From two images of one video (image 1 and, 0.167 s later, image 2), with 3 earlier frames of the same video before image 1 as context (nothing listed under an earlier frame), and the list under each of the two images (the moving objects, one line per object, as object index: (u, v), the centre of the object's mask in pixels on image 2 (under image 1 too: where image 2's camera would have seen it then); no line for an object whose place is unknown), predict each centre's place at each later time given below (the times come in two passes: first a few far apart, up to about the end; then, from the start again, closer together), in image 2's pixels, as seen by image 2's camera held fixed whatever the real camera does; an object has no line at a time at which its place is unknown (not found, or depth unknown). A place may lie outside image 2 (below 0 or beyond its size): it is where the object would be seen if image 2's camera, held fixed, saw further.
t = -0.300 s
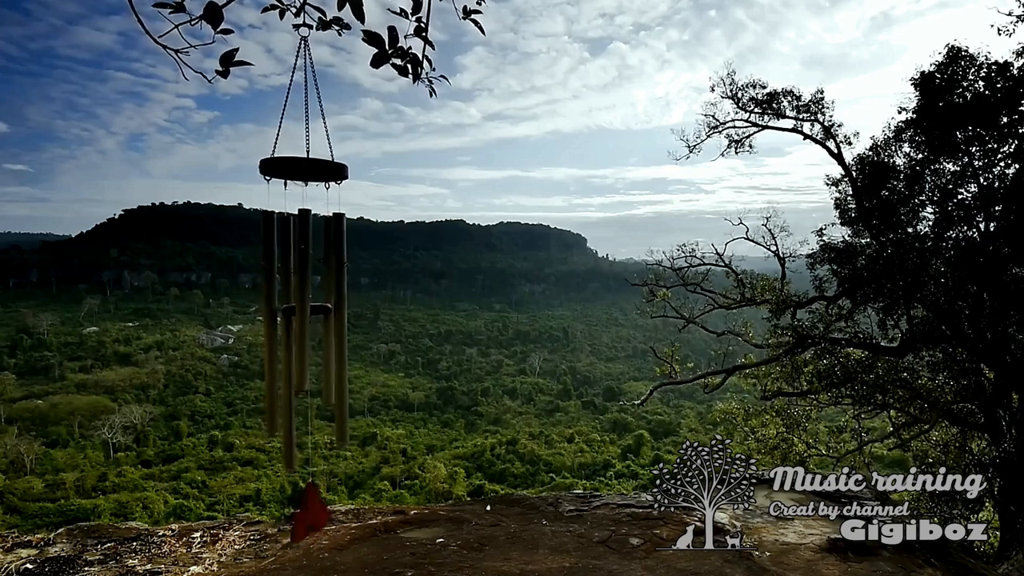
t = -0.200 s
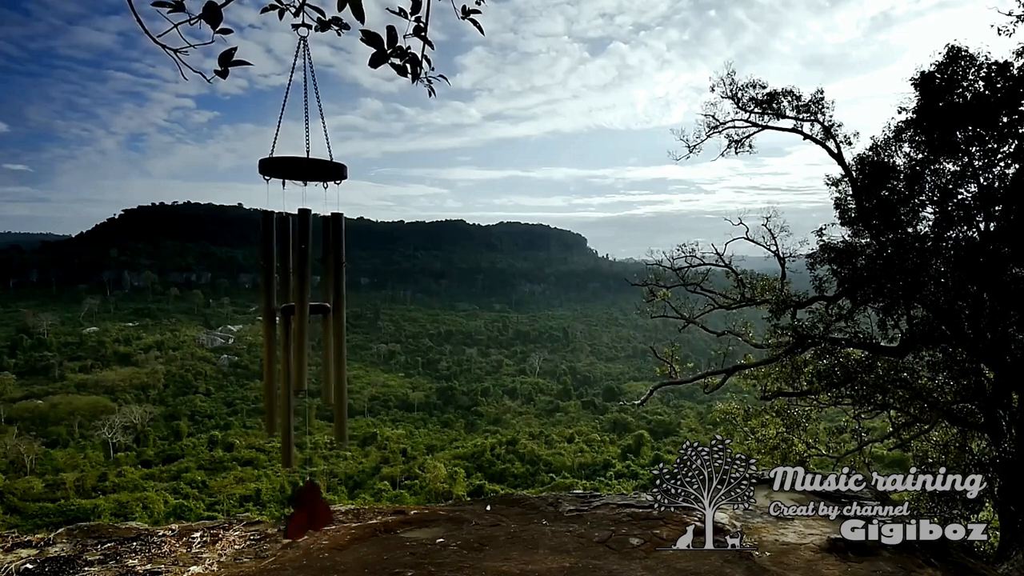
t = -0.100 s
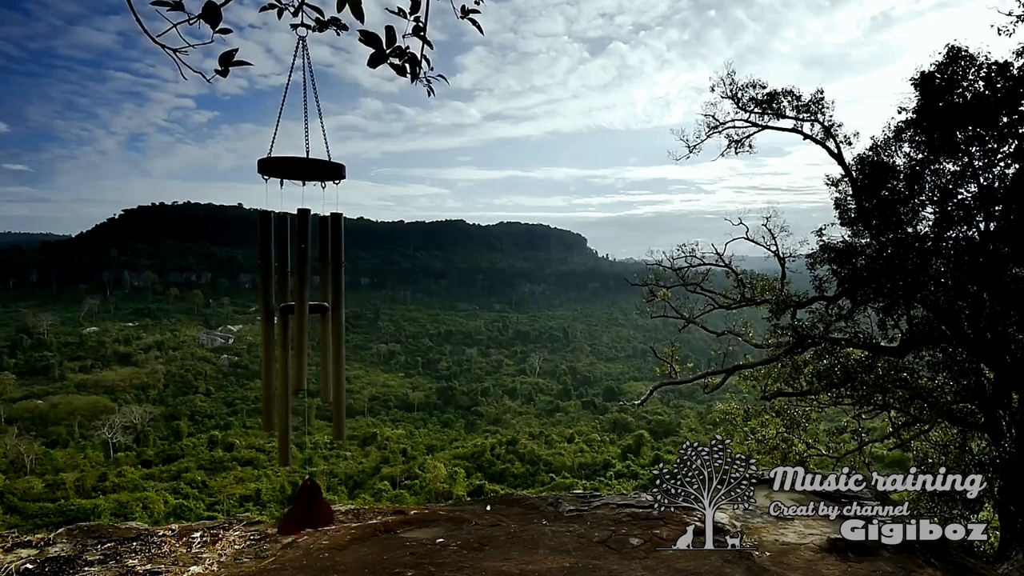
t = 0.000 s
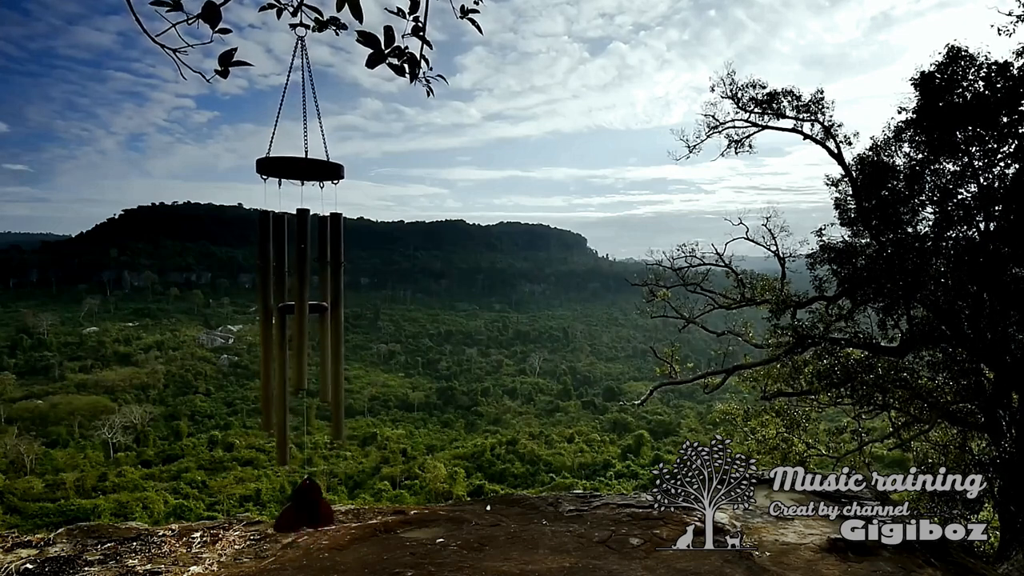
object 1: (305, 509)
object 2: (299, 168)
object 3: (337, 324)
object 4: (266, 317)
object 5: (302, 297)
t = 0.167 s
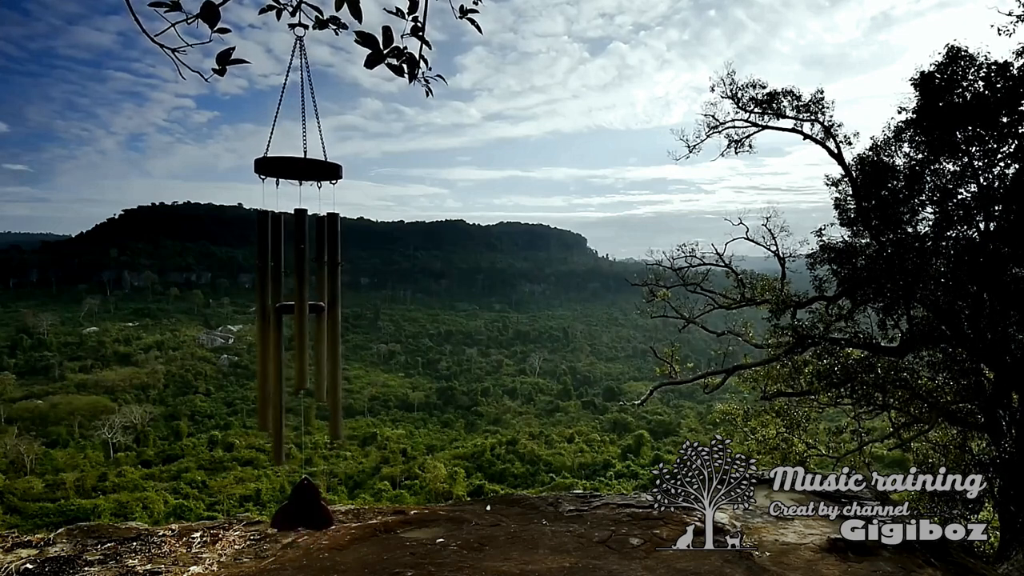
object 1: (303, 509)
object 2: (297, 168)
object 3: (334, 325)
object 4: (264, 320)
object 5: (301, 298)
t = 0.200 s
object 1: (302, 510)
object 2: (297, 168)
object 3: (333, 325)
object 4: (263, 320)
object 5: (301, 298)
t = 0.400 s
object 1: (299, 513)
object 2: (296, 169)
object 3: (332, 325)
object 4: (262, 319)
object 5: (301, 298)
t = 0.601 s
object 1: (297, 517)
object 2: (295, 169)
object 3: (332, 324)
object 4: (261, 319)
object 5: (300, 297)
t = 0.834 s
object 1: (296, 520)
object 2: (297, 169)
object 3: (334, 328)
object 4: (263, 324)
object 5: (302, 300)
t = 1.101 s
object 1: (299, 518)
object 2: (301, 169)
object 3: (339, 326)
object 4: (269, 325)
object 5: (309, 301)
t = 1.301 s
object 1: (308, 522)
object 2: (305, 169)
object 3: (344, 330)
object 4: (273, 327)
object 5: (316, 302)
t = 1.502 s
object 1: (317, 519)
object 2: (308, 169)
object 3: (348, 330)
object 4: (279, 324)
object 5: (322, 300)
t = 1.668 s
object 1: (323, 515)
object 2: (309, 168)
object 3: (350, 327)
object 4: (283, 323)
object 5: (324, 298)
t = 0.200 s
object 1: (302, 510)
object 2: (297, 168)
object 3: (333, 325)
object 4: (263, 320)
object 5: (301, 298)
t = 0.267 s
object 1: (301, 510)
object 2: (296, 168)
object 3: (333, 327)
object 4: (263, 319)
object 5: (301, 298)
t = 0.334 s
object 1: (300, 512)
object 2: (296, 168)
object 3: (332, 325)
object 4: (262, 319)
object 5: (301, 297)
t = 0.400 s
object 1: (299, 513)
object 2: (296, 169)
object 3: (332, 325)
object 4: (262, 319)
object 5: (301, 298)
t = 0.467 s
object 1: (298, 514)
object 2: (295, 169)
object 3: (332, 323)
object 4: (261, 319)
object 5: (300, 298)
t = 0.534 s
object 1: (297, 516)
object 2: (295, 169)
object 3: (332, 324)
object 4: (261, 319)
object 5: (300, 296)
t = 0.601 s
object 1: (297, 517)
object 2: (295, 169)
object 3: (332, 324)
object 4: (261, 319)
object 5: (300, 297)
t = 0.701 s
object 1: (296, 519)
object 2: (296, 169)
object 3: (332, 326)
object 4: (262, 321)
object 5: (301, 297)
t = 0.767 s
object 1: (295, 519)
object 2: (296, 169)
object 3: (332, 325)
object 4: (263, 322)
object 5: (301, 298)
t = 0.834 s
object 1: (296, 520)
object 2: (297, 169)
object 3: (334, 328)
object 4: (263, 324)
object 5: (302, 300)
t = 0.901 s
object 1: (297, 520)
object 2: (297, 169)
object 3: (335, 327)
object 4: (264, 325)
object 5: (303, 302)
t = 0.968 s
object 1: (297, 520)
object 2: (298, 169)
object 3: (336, 326)
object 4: (266, 326)
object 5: (305, 300)
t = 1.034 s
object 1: (299, 519)
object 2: (300, 169)
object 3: (338, 326)
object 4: (267, 324)
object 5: (307, 302)
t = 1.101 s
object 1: (299, 518)
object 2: (301, 169)
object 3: (339, 326)
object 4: (269, 325)
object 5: (309, 301)
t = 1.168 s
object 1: (303, 521)
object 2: (302, 169)
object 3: (341, 328)
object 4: (270, 325)
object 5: (312, 301)
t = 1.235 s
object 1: (306, 521)
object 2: (303, 169)
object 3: (342, 329)
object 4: (272, 325)
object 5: (314, 301)
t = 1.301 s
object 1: (308, 522)
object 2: (305, 169)
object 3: (344, 330)
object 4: (273, 327)
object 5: (316, 302)
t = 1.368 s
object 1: (311, 522)
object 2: (306, 170)
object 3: (346, 328)
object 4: (275, 326)
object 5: (318, 300)
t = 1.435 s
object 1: (314, 520)
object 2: (307, 170)
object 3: (347, 329)
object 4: (277, 324)
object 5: (320, 300)
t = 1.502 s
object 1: (317, 519)
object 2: (308, 169)
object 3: (348, 330)
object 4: (279, 324)
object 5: (322, 300)
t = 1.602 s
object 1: (322, 516)
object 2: (308, 169)
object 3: (350, 328)
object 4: (282, 325)
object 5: (324, 298)
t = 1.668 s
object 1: (323, 515)
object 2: (309, 168)
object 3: (350, 327)
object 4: (283, 323)
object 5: (324, 298)
